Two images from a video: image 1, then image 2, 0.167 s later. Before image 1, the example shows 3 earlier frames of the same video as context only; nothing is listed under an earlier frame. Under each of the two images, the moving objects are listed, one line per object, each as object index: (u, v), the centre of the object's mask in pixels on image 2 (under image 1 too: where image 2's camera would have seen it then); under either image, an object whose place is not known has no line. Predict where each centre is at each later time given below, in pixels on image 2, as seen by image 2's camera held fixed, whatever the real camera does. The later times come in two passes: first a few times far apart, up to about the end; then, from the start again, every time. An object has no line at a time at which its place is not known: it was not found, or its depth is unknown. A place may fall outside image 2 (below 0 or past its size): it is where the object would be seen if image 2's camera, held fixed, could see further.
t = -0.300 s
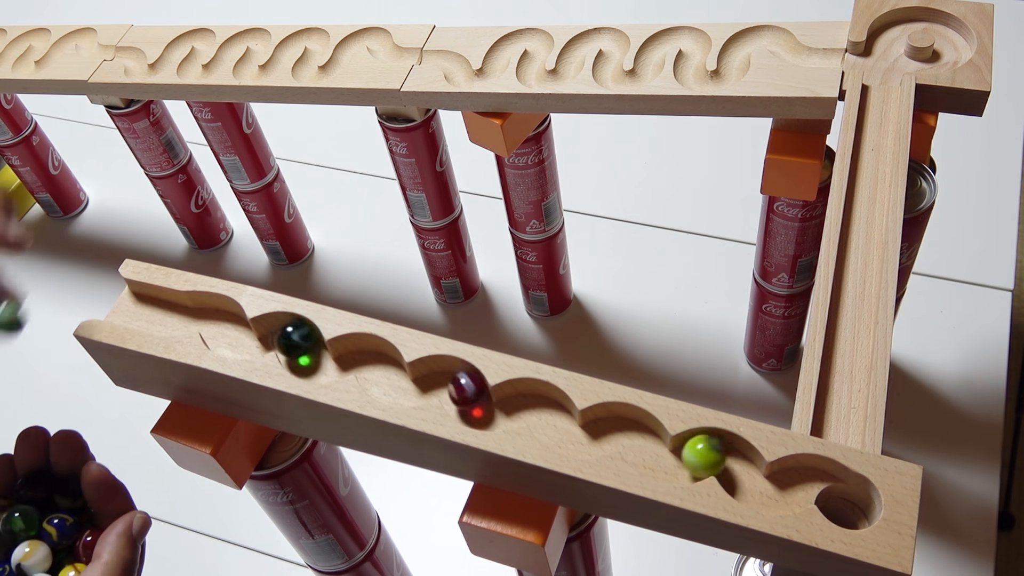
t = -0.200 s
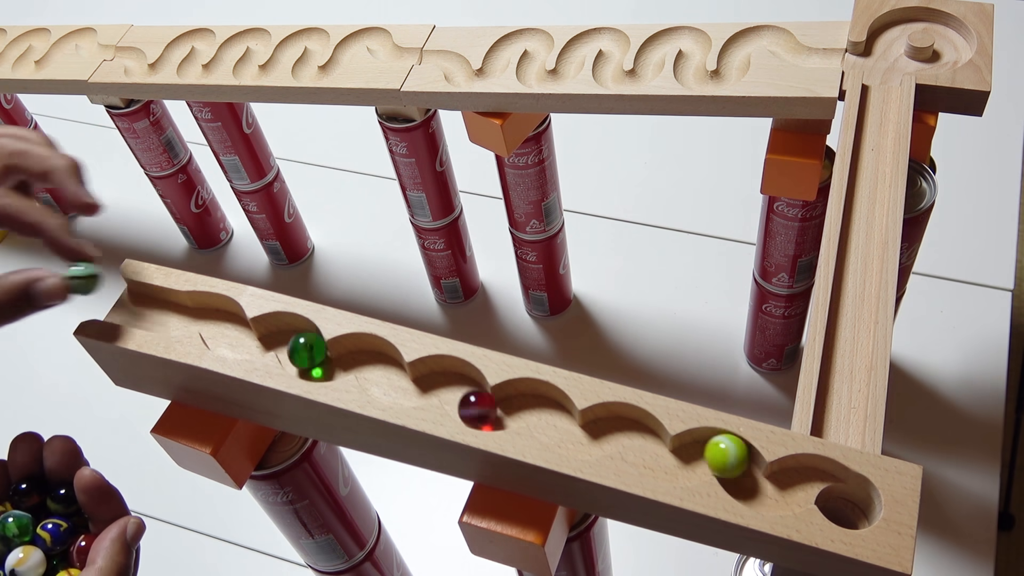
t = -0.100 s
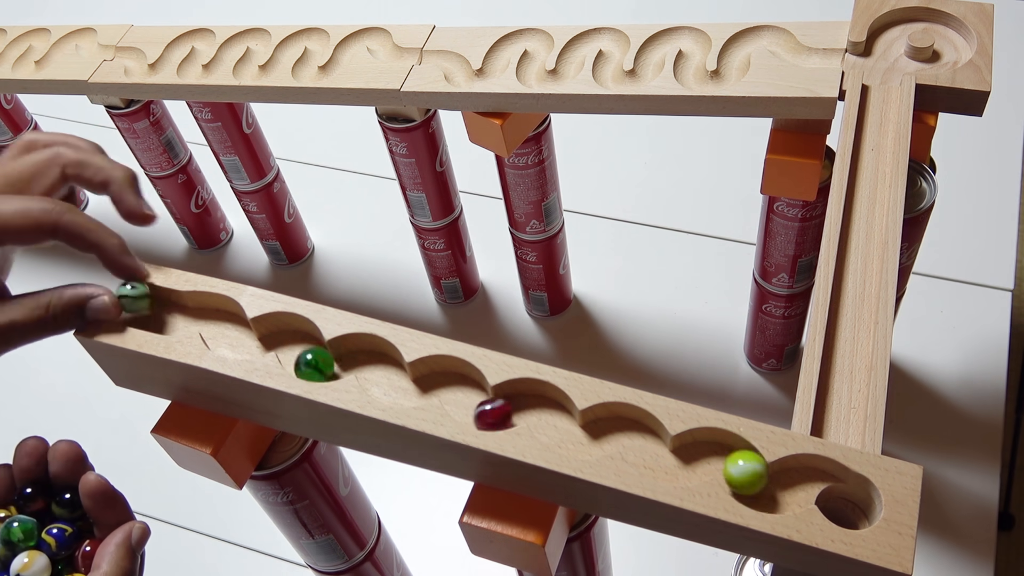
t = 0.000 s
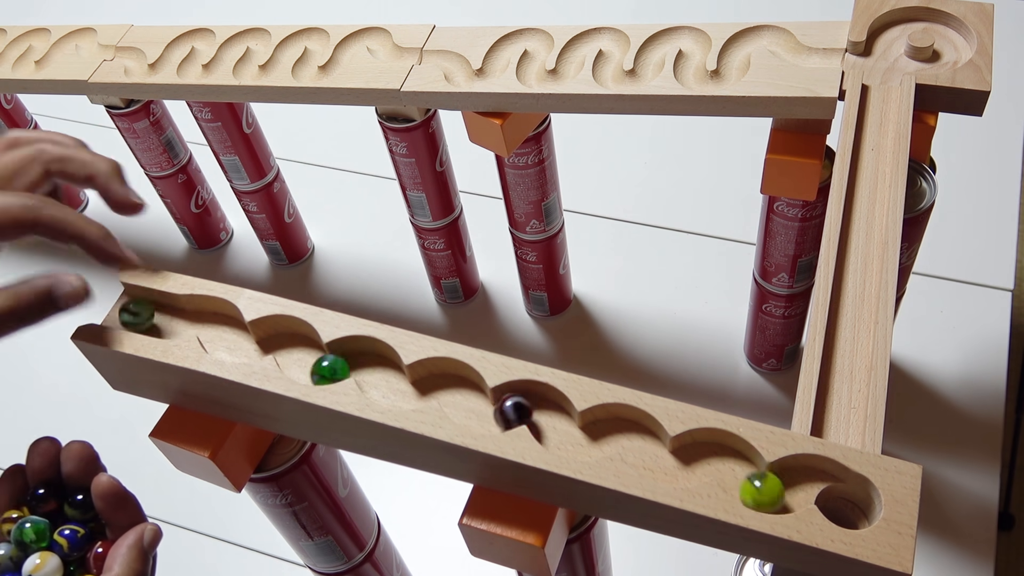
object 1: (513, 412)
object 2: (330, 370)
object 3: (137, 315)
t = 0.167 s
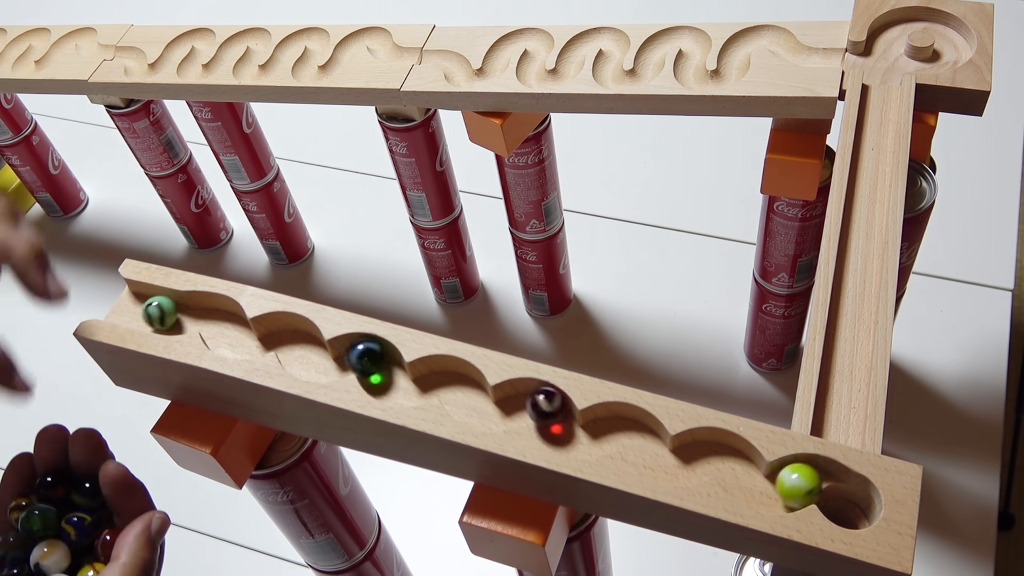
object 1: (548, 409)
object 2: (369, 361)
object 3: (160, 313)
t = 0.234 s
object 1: (558, 419)
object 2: (380, 367)
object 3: (172, 312)
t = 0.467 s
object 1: (592, 438)
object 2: (402, 390)
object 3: (222, 326)
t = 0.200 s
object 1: (554, 414)
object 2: (375, 366)
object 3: (166, 311)
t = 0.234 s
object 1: (558, 419)
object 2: (380, 367)
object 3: (172, 312)
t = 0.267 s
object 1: (561, 424)
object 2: (386, 370)
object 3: (176, 313)
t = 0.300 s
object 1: (564, 431)
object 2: (388, 374)
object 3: (183, 316)
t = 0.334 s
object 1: (567, 435)
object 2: (389, 379)
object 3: (188, 317)
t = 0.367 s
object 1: (572, 439)
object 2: (391, 384)
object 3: (196, 319)
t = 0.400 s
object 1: (578, 440)
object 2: (393, 387)
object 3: (204, 321)
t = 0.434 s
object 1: (584, 439)
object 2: (397, 389)
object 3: (213, 324)
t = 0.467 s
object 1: (592, 438)
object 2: (402, 390)
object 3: (222, 326)
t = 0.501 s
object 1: (600, 436)
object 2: (408, 390)
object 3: (232, 329)
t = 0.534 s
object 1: (607, 434)
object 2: (416, 390)
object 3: (231, 334)
